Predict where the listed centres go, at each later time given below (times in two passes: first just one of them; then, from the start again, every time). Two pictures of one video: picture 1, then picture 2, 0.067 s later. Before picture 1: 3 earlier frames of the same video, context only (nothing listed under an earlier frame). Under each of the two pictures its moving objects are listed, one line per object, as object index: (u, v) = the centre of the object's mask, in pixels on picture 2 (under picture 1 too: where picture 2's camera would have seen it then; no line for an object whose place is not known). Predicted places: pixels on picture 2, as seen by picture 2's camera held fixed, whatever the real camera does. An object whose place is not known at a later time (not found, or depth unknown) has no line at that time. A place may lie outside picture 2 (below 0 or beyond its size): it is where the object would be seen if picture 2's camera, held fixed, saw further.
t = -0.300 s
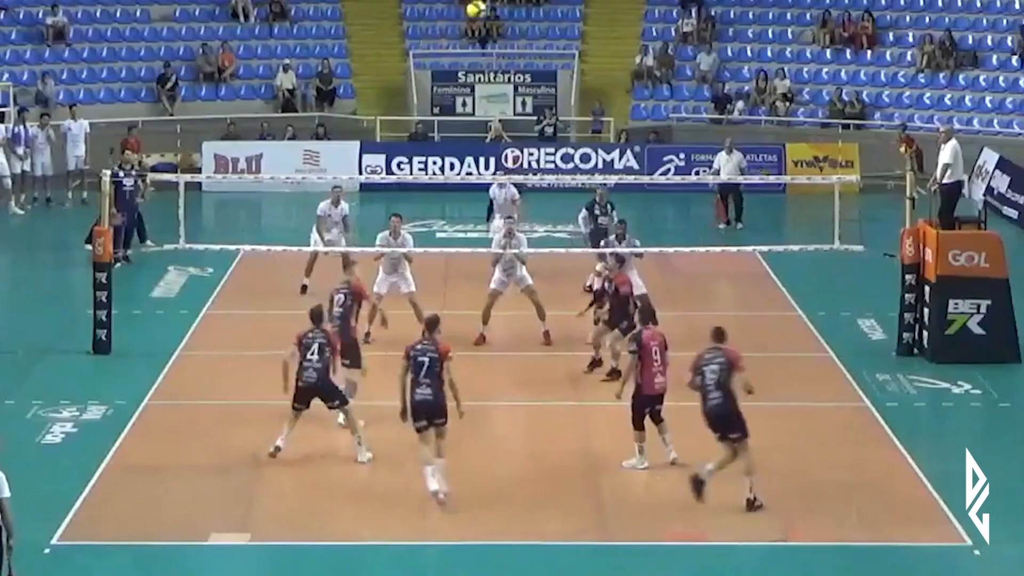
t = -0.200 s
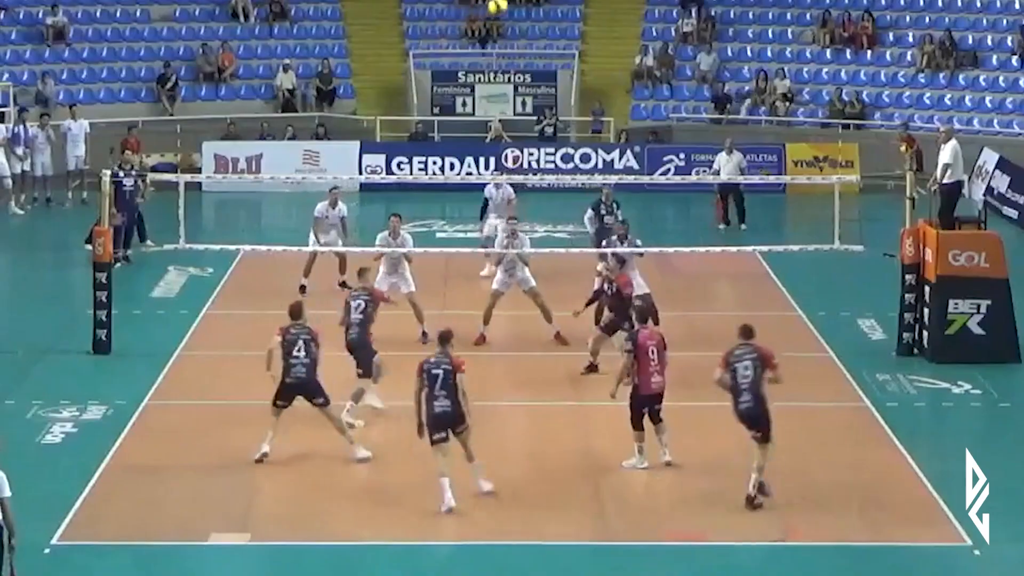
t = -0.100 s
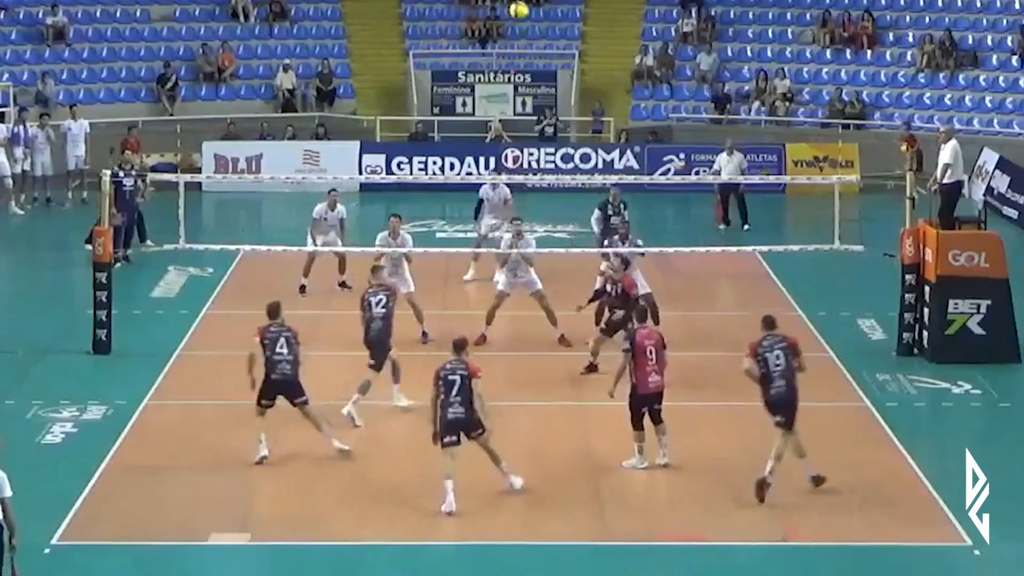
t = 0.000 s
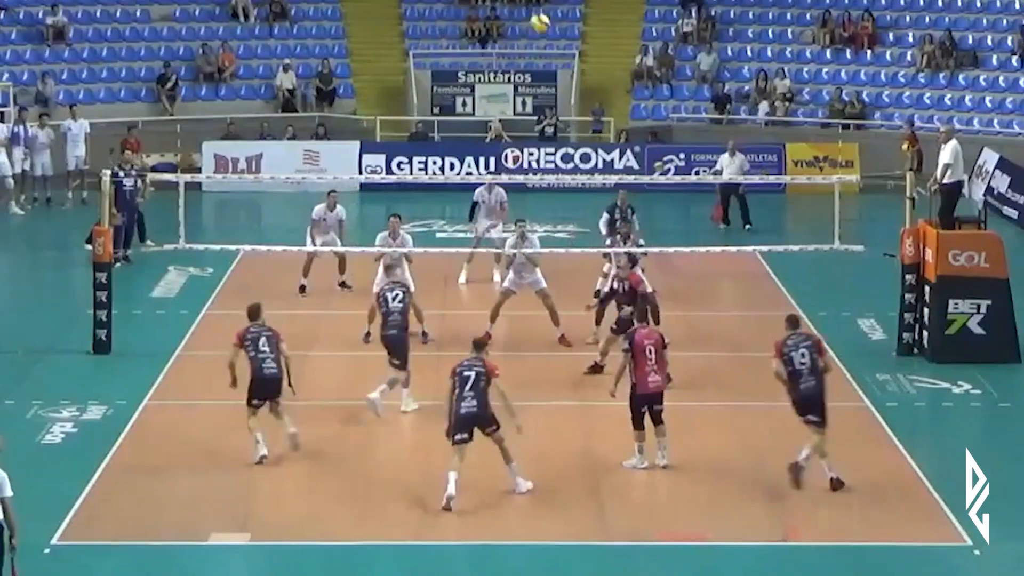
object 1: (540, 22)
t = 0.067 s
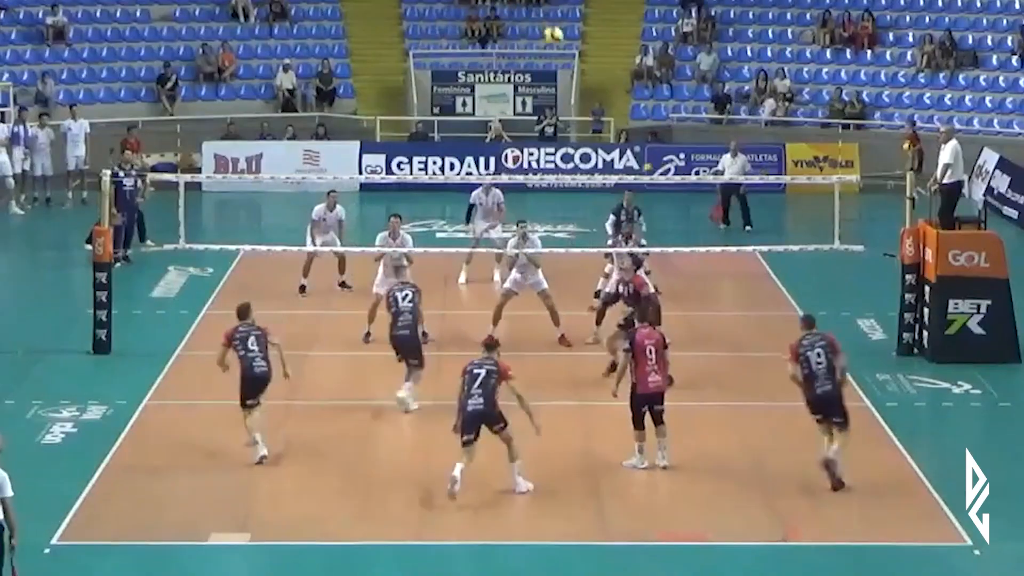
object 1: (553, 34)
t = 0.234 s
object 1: (585, 79)
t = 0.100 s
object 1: (560, 42)
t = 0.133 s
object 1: (566, 51)
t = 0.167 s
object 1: (573, 59)
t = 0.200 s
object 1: (579, 68)
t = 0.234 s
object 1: (585, 79)
